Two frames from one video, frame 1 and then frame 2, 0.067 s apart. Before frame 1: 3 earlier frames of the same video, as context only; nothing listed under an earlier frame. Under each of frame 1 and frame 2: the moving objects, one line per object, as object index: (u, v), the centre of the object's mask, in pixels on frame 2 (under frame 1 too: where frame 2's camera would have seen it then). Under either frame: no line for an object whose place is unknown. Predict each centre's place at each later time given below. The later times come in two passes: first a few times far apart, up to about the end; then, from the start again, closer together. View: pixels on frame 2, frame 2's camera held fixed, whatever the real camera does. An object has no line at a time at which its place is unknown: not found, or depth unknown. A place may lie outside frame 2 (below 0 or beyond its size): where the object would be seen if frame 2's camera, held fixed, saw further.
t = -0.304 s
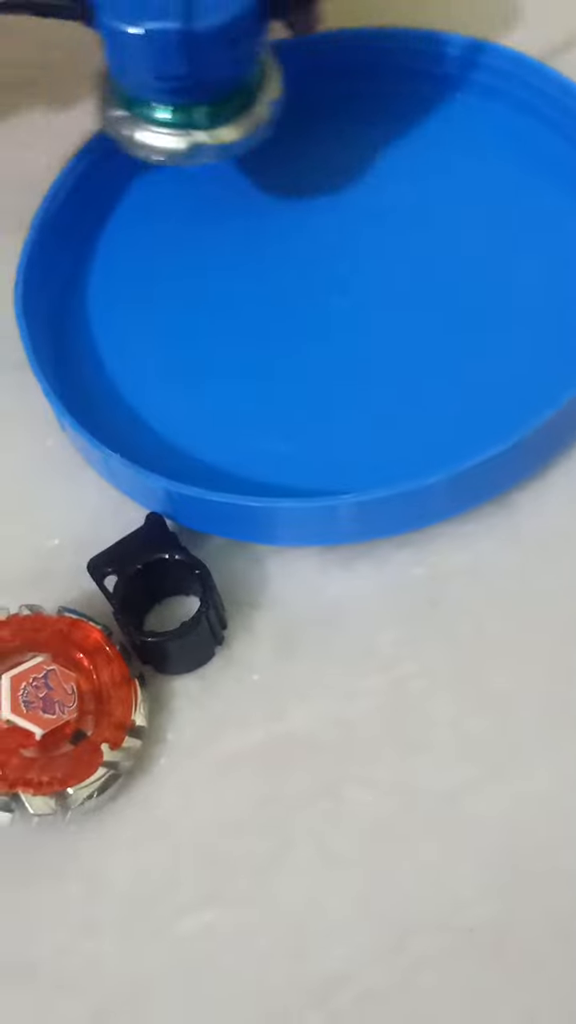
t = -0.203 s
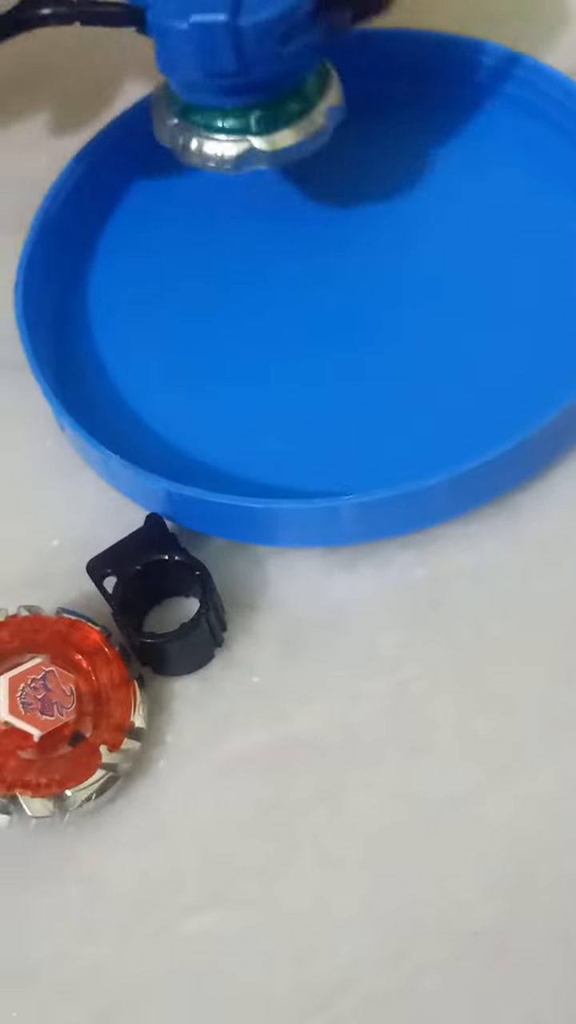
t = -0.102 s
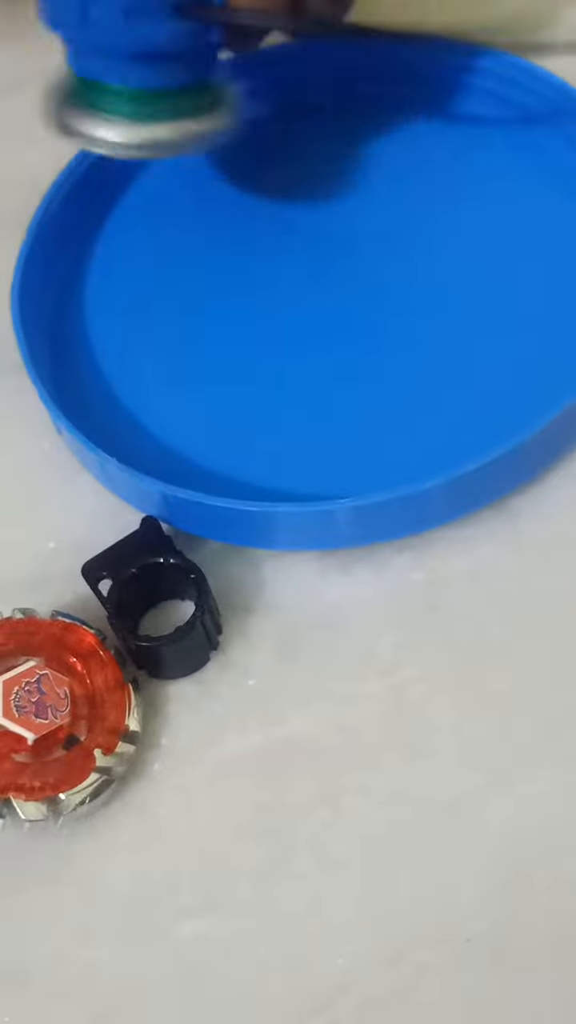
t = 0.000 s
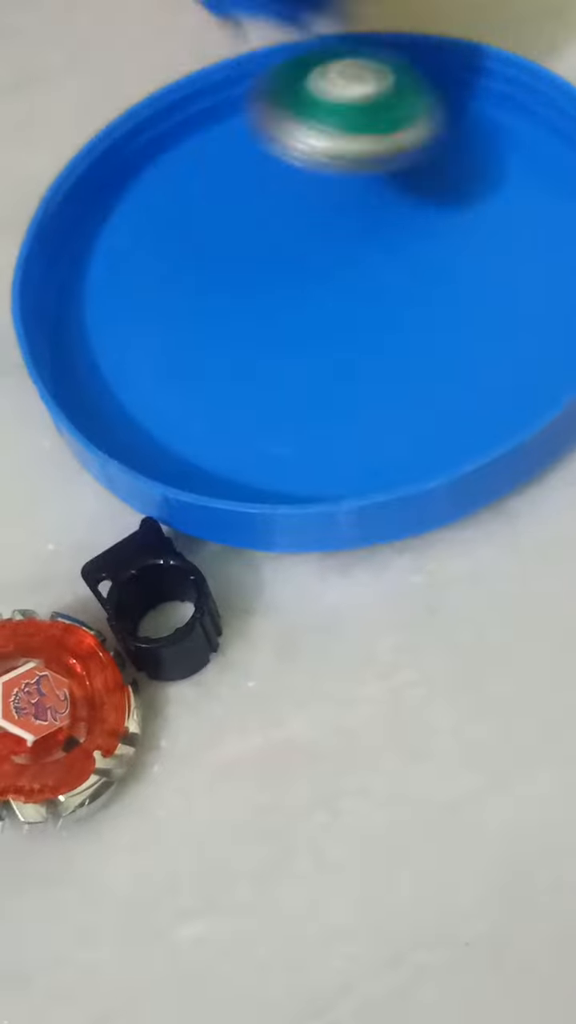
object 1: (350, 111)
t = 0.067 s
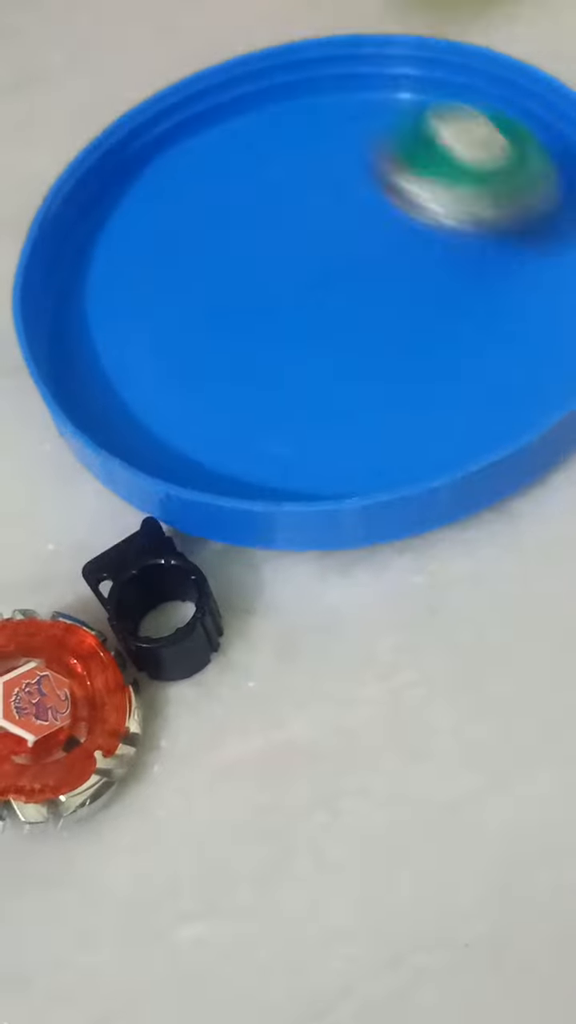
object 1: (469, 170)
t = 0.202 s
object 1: (521, 238)
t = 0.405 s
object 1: (393, 159)
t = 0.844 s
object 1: (205, 177)
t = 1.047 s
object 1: (245, 146)
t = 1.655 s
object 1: (312, 113)
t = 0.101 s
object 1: (510, 234)
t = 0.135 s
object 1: (522, 234)
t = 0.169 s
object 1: (524, 234)
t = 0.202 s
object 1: (521, 238)
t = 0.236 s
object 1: (509, 215)
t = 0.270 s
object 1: (496, 221)
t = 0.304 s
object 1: (478, 210)
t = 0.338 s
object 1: (455, 195)
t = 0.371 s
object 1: (425, 176)
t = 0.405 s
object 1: (393, 159)
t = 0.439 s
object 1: (363, 142)
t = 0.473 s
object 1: (332, 128)
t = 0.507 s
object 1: (303, 129)
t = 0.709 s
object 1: (197, 186)
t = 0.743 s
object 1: (193, 186)
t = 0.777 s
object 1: (195, 185)
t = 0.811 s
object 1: (199, 182)
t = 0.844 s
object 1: (205, 177)
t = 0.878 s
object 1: (208, 171)
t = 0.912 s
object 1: (219, 168)
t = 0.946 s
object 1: (227, 163)
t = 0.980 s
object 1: (233, 157)
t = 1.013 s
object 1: (237, 150)
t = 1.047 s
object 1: (245, 146)
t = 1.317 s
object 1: (281, 120)
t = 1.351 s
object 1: (283, 122)
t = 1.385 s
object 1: (285, 122)
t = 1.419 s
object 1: (287, 118)
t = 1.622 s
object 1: (305, 114)
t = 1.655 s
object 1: (312, 113)
